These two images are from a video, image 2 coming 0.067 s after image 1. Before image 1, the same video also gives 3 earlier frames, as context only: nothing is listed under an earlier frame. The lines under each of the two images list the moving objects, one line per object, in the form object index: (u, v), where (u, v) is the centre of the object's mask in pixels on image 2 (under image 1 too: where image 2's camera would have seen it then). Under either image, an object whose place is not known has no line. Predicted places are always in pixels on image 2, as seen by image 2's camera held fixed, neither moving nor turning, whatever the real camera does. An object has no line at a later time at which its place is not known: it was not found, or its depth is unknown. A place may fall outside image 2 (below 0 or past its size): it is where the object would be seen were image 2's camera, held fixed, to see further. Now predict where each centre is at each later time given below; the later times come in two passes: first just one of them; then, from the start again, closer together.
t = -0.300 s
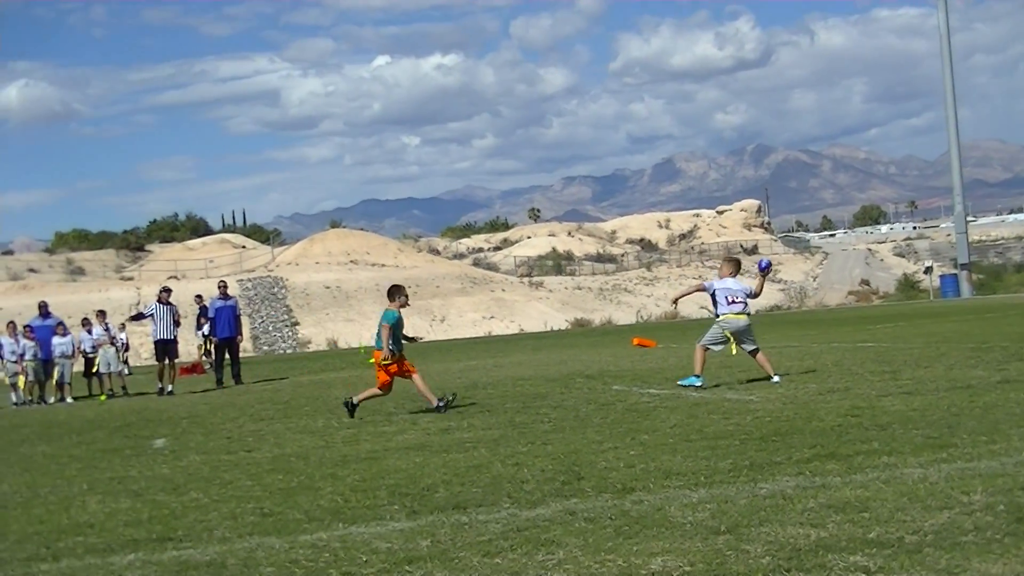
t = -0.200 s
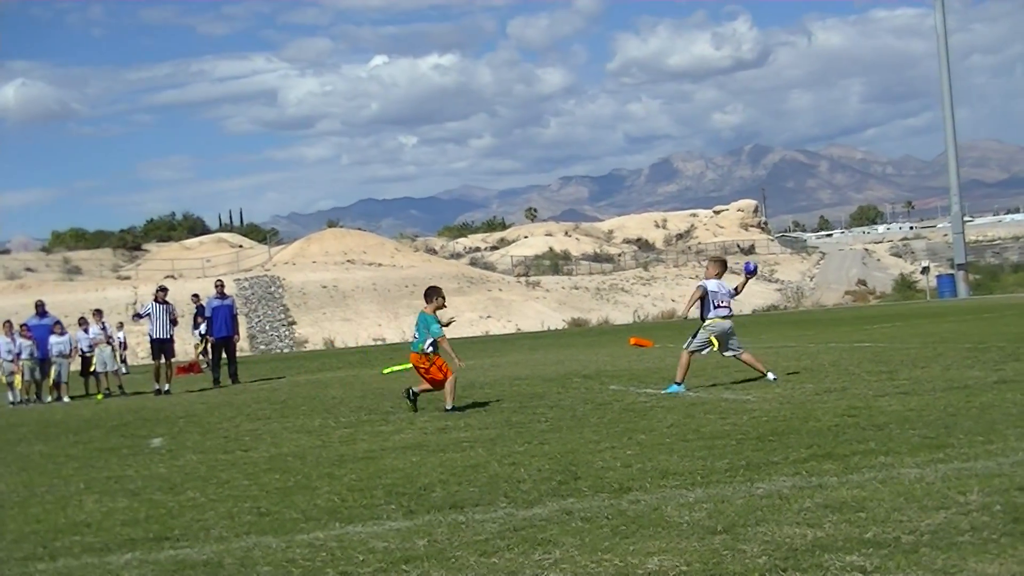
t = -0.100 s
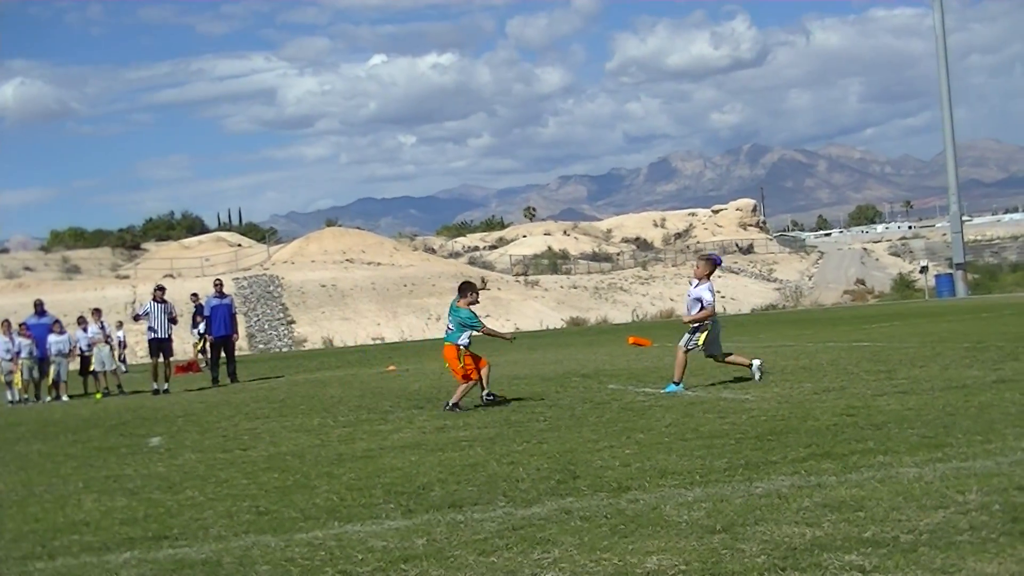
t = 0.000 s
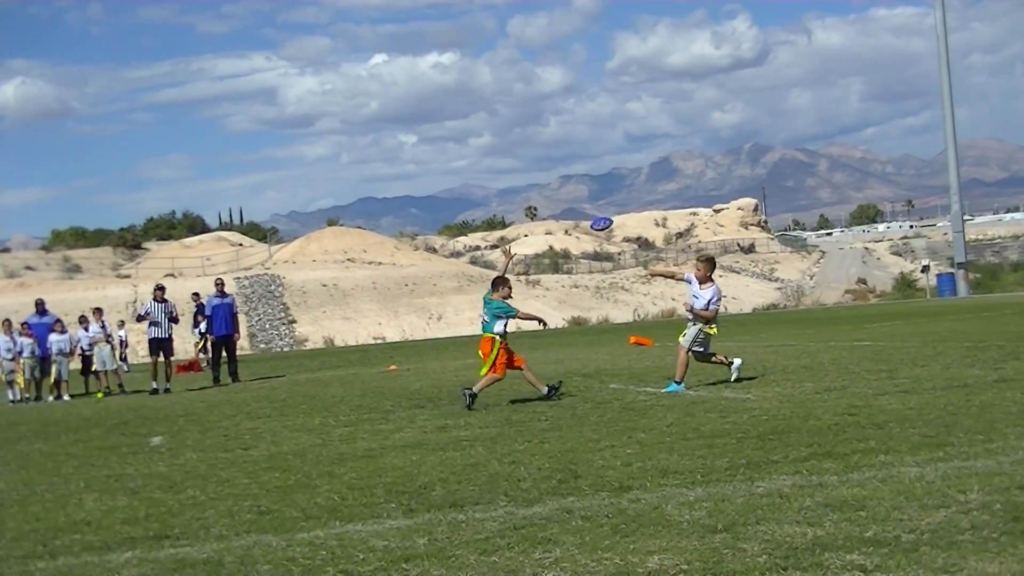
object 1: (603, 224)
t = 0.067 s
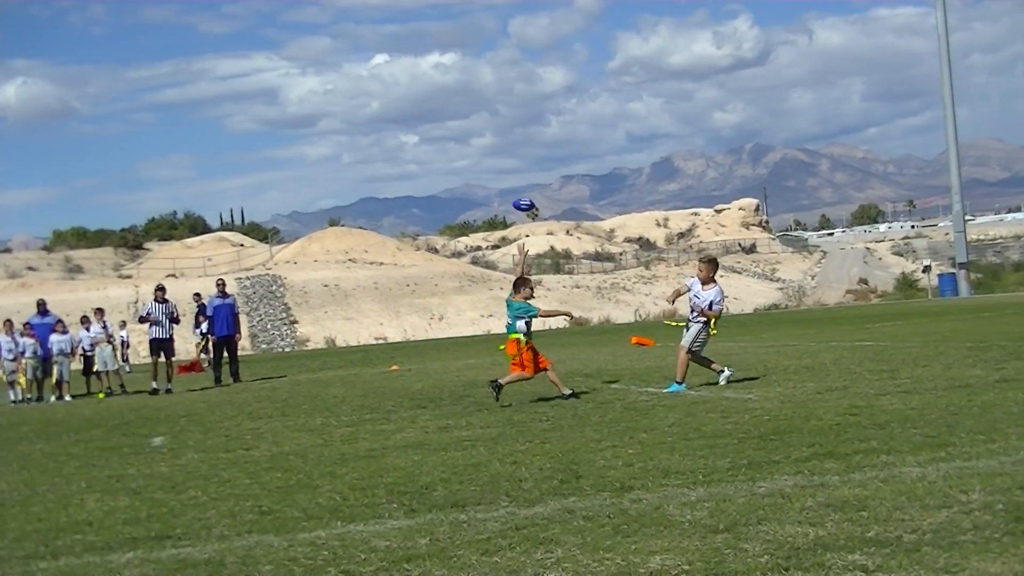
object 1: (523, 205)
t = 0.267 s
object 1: (291, 173)
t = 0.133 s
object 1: (445, 190)
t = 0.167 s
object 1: (405, 184)
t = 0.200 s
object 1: (366, 179)
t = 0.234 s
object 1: (328, 177)
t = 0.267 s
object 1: (291, 173)
